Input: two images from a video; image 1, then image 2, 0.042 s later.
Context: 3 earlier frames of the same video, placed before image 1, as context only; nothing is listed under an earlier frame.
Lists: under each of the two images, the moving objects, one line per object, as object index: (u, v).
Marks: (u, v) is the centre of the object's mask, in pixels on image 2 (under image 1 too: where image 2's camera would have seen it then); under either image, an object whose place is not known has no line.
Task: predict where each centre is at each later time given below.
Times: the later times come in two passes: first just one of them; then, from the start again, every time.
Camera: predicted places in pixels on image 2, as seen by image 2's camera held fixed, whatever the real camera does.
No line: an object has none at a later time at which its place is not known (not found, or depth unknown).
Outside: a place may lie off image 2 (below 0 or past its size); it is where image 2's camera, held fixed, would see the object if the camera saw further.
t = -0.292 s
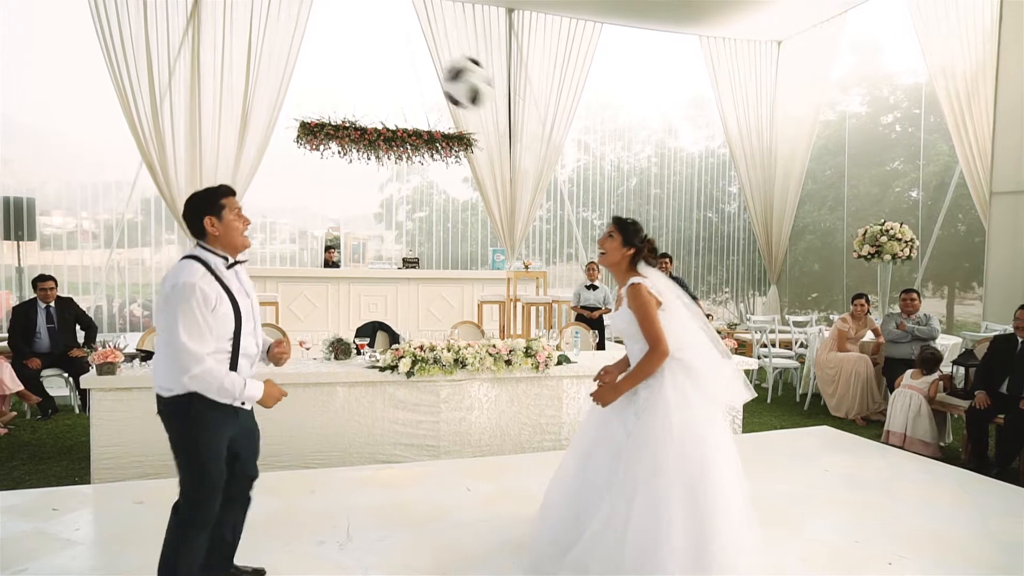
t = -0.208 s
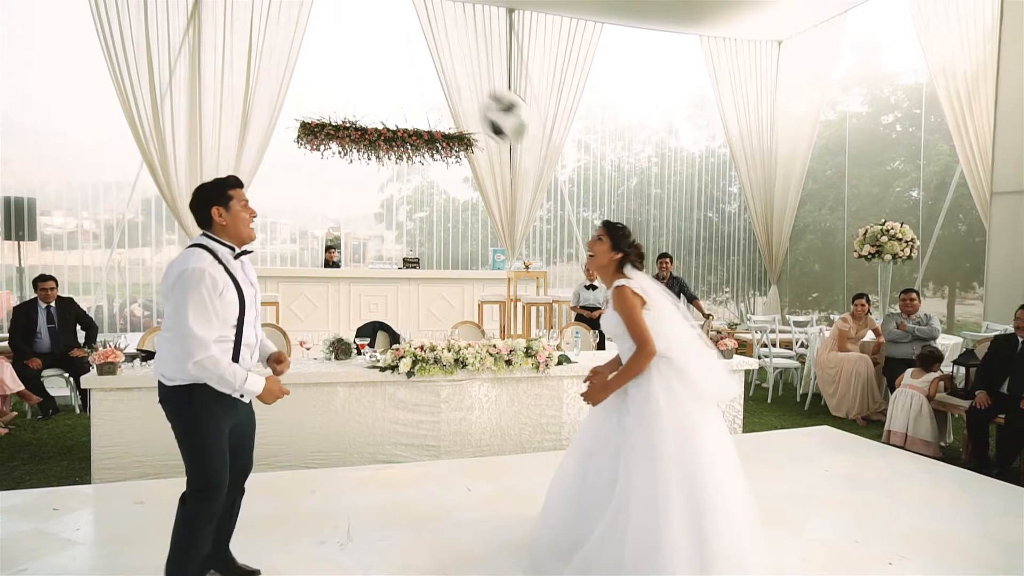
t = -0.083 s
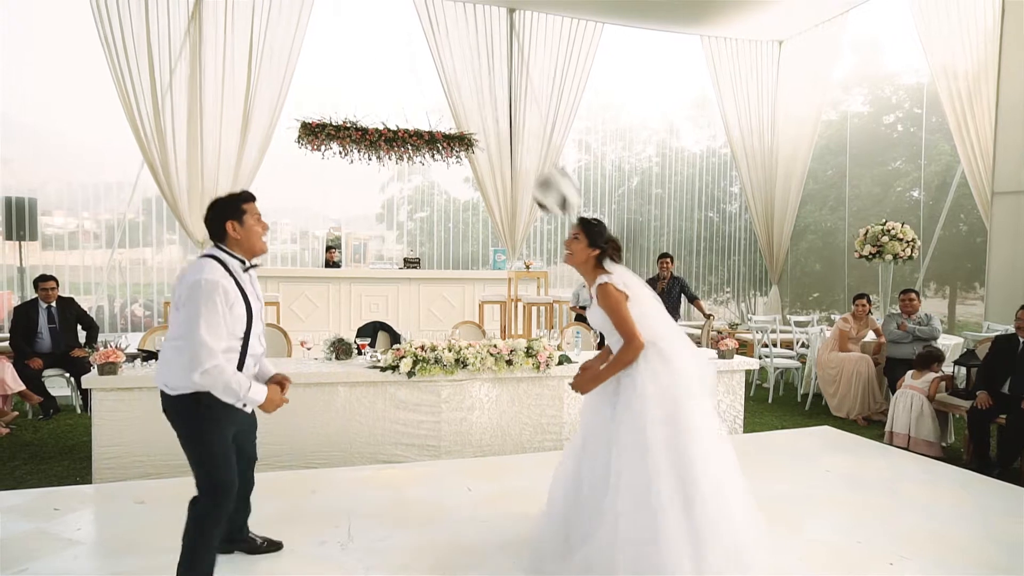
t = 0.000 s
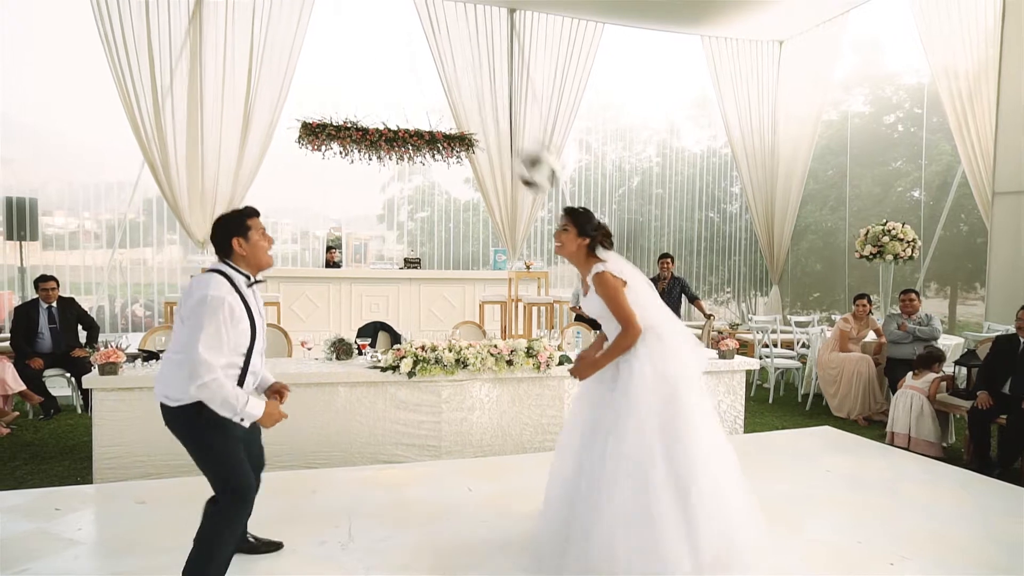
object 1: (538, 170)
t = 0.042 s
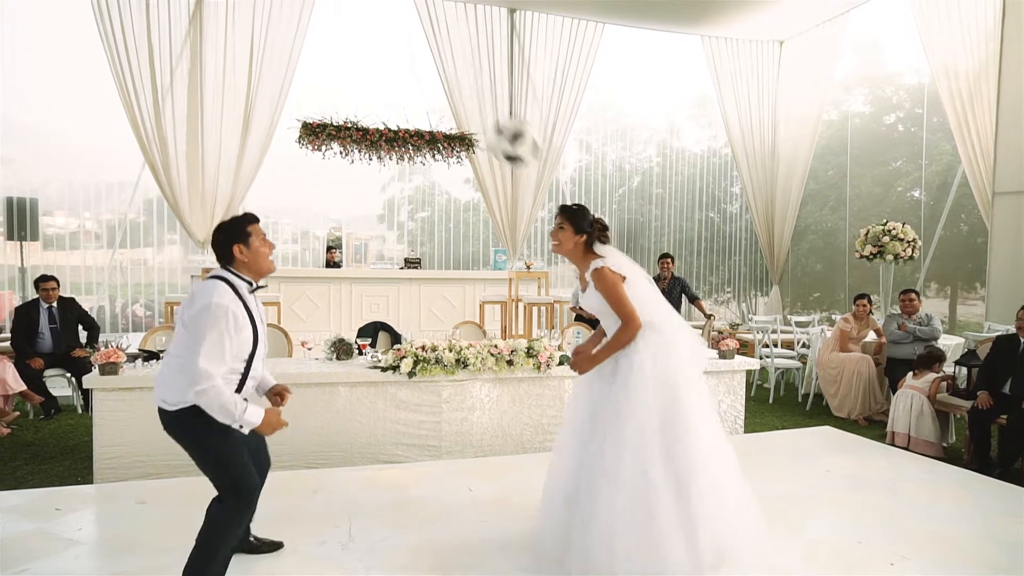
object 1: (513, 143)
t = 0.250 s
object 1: (390, 57)
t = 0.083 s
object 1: (493, 119)
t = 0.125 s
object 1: (467, 100)
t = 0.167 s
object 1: (442, 81)
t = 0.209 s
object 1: (418, 67)
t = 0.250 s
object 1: (390, 57)
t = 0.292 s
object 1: (361, 51)
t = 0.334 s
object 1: (331, 49)
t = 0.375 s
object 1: (297, 52)
